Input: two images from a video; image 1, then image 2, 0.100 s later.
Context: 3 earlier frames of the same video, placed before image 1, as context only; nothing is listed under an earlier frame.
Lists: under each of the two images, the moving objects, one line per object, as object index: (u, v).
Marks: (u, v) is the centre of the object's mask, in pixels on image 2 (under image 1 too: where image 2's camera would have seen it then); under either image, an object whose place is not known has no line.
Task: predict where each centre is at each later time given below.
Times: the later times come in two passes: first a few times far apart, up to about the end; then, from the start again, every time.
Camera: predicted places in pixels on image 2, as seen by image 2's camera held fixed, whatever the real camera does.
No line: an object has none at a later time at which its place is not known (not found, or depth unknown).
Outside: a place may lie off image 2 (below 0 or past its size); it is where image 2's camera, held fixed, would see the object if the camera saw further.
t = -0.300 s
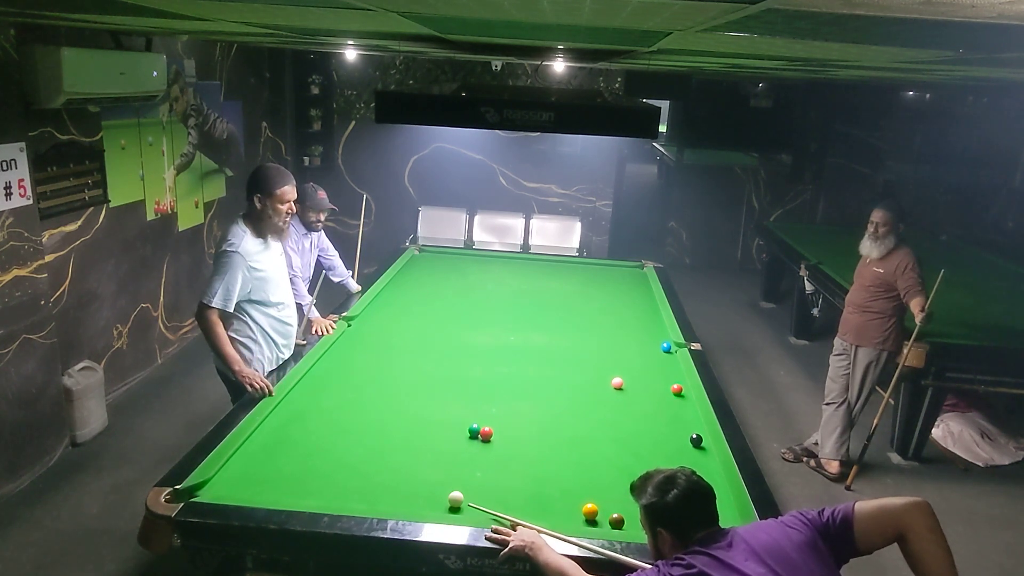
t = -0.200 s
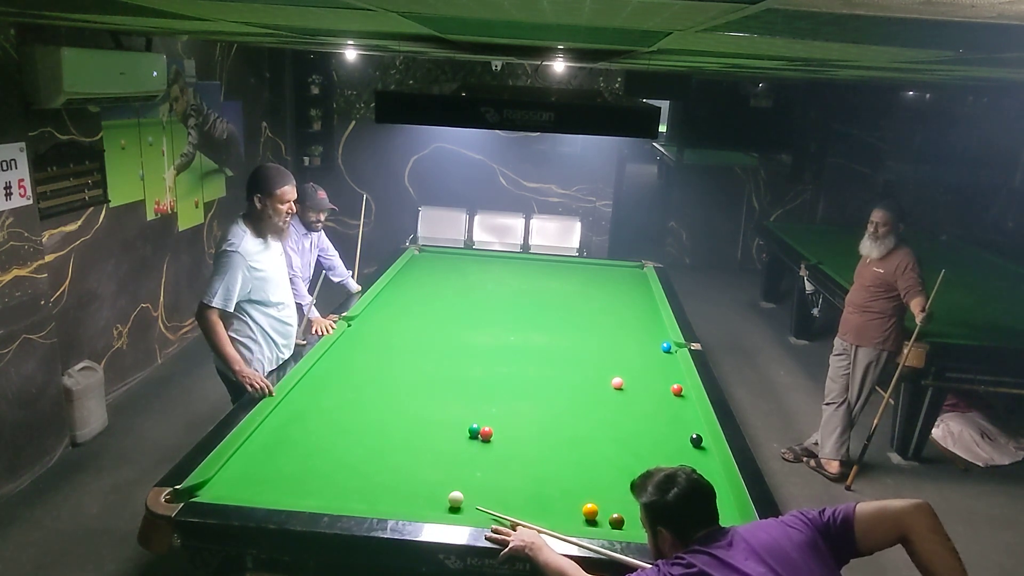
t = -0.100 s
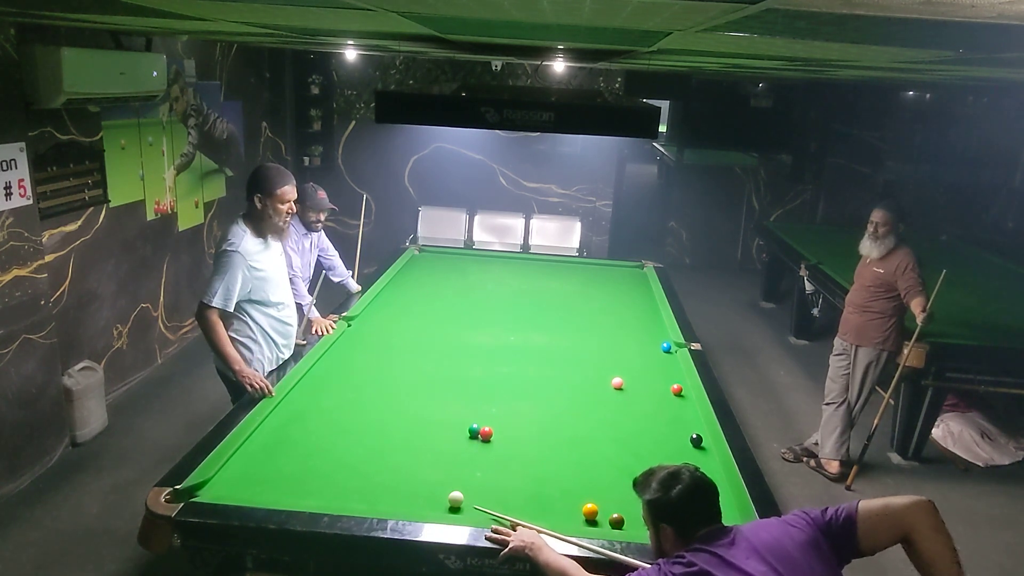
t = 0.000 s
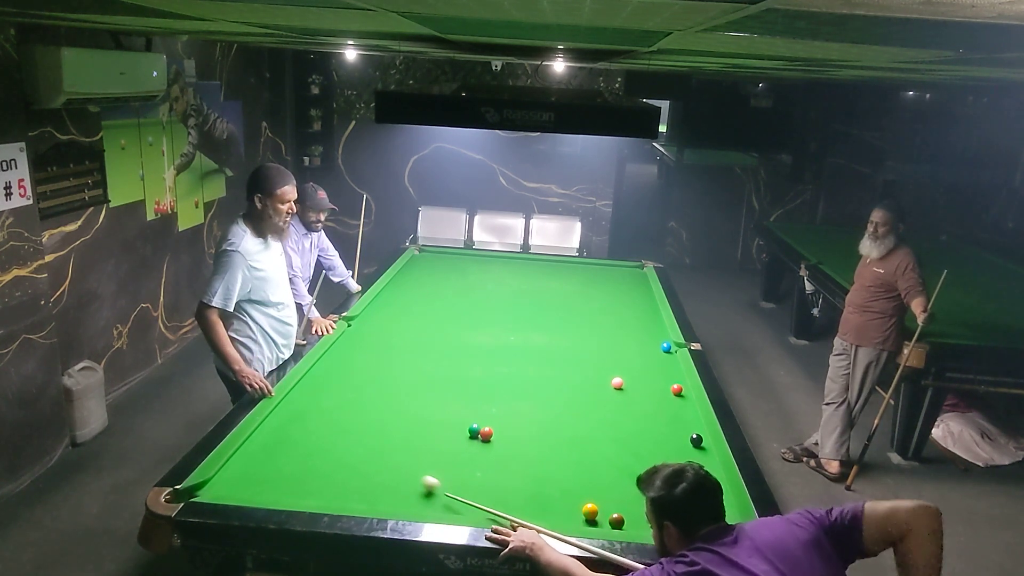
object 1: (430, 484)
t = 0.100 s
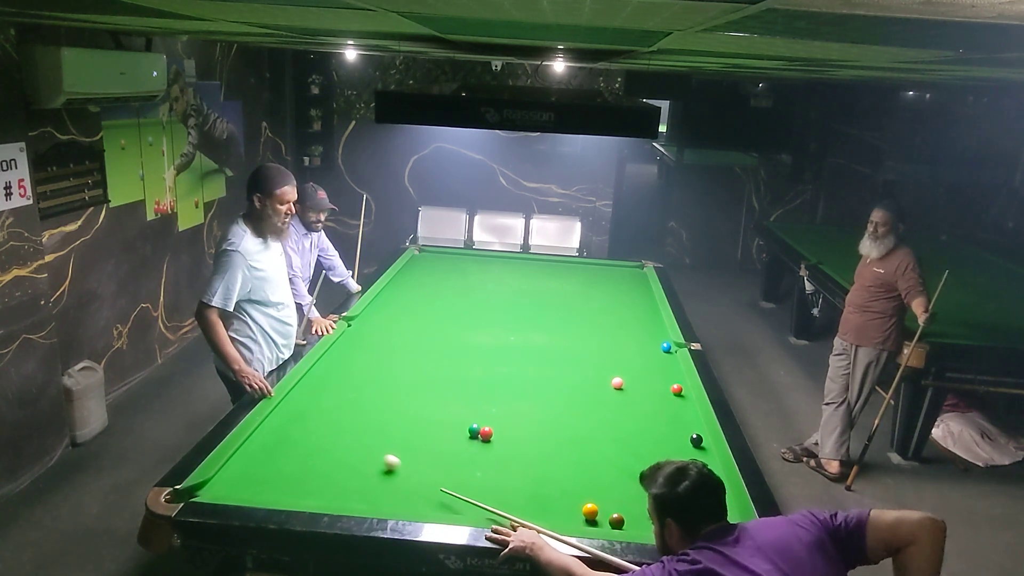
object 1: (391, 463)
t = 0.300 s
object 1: (332, 430)
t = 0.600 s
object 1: (311, 401)
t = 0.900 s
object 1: (376, 391)
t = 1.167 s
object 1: (427, 383)
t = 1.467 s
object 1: (477, 376)
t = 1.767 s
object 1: (523, 369)
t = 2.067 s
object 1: (563, 363)
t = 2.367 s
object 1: (600, 357)
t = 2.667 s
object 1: (632, 352)
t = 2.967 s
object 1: (658, 348)
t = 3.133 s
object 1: (660, 346)
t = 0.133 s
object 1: (381, 457)
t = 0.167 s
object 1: (370, 451)
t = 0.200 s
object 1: (360, 446)
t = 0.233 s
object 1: (351, 441)
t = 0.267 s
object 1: (341, 435)
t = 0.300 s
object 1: (332, 430)
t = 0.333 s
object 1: (323, 426)
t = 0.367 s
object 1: (315, 421)
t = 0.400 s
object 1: (306, 417)
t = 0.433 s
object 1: (298, 412)
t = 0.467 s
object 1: (290, 408)
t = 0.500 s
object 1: (284, 404)
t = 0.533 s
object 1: (293, 403)
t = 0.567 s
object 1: (303, 402)
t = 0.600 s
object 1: (311, 401)
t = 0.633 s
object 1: (319, 400)
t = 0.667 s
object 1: (326, 399)
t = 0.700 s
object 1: (334, 398)
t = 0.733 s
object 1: (341, 397)
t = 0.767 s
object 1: (348, 395)
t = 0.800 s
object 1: (356, 394)
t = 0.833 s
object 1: (362, 393)
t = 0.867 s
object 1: (369, 392)
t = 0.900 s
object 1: (376, 391)
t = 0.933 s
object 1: (383, 390)
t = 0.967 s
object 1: (389, 389)
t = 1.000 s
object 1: (396, 388)
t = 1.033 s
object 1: (402, 387)
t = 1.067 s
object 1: (408, 386)
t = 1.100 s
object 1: (415, 385)
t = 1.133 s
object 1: (421, 384)
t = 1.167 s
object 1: (427, 383)
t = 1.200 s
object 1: (433, 383)
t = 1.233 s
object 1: (438, 382)
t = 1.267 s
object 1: (444, 381)
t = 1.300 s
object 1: (450, 380)
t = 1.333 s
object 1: (456, 379)
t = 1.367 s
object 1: (461, 378)
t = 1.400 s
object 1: (467, 377)
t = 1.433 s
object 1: (472, 377)
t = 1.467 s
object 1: (477, 376)
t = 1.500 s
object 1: (483, 375)
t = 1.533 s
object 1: (488, 374)
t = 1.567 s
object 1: (493, 373)
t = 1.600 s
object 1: (499, 372)
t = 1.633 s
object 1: (503, 372)
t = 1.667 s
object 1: (508, 371)
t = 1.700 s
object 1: (513, 370)
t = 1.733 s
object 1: (518, 369)
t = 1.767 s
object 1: (523, 369)
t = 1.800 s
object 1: (528, 368)
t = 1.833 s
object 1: (532, 367)
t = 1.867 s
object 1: (537, 367)
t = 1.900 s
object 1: (541, 366)
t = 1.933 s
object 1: (546, 365)
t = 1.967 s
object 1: (550, 364)
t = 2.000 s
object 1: (555, 364)
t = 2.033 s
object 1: (559, 363)
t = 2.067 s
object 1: (563, 363)
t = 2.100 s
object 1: (568, 362)
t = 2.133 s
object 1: (572, 361)
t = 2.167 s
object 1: (576, 360)
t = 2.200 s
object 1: (580, 360)
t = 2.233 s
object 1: (584, 359)
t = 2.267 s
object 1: (588, 358)
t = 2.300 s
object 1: (592, 358)
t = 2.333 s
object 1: (596, 357)
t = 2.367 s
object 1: (600, 357)
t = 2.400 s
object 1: (603, 356)
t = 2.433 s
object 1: (607, 356)
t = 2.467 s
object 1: (611, 355)
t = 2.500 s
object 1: (615, 354)
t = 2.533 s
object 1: (618, 354)
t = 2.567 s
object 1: (622, 353)
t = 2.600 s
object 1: (625, 353)
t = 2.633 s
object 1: (629, 352)
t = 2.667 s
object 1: (632, 352)
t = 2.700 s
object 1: (636, 351)
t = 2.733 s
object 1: (639, 351)
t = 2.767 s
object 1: (642, 350)
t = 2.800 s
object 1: (646, 350)
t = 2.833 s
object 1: (649, 349)
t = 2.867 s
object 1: (652, 349)
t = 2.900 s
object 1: (655, 348)
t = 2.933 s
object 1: (657, 348)
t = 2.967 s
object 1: (658, 348)
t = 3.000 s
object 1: (658, 348)
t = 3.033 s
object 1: (659, 347)
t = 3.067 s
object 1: (659, 347)
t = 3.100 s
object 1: (660, 347)
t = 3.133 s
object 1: (660, 346)
